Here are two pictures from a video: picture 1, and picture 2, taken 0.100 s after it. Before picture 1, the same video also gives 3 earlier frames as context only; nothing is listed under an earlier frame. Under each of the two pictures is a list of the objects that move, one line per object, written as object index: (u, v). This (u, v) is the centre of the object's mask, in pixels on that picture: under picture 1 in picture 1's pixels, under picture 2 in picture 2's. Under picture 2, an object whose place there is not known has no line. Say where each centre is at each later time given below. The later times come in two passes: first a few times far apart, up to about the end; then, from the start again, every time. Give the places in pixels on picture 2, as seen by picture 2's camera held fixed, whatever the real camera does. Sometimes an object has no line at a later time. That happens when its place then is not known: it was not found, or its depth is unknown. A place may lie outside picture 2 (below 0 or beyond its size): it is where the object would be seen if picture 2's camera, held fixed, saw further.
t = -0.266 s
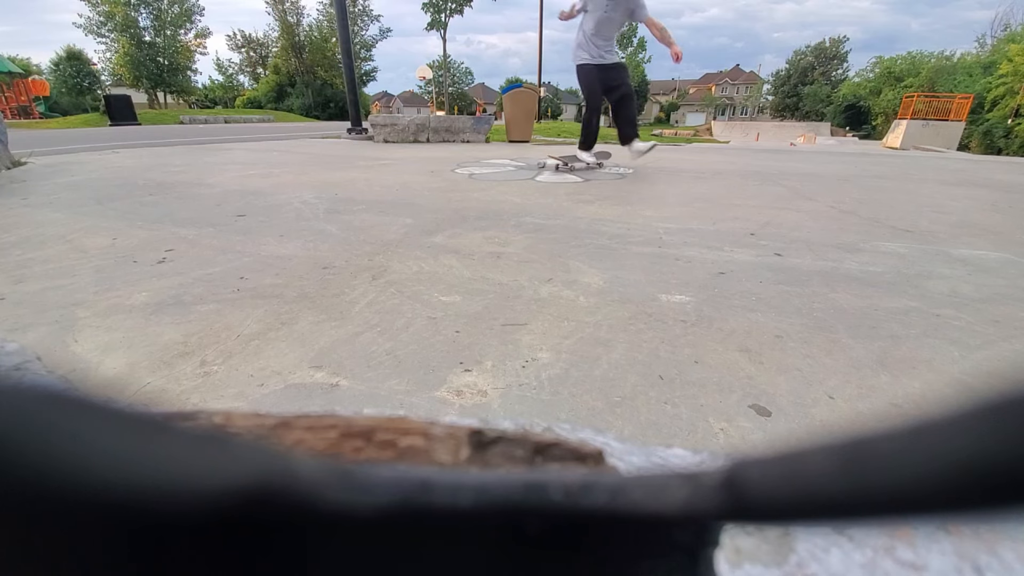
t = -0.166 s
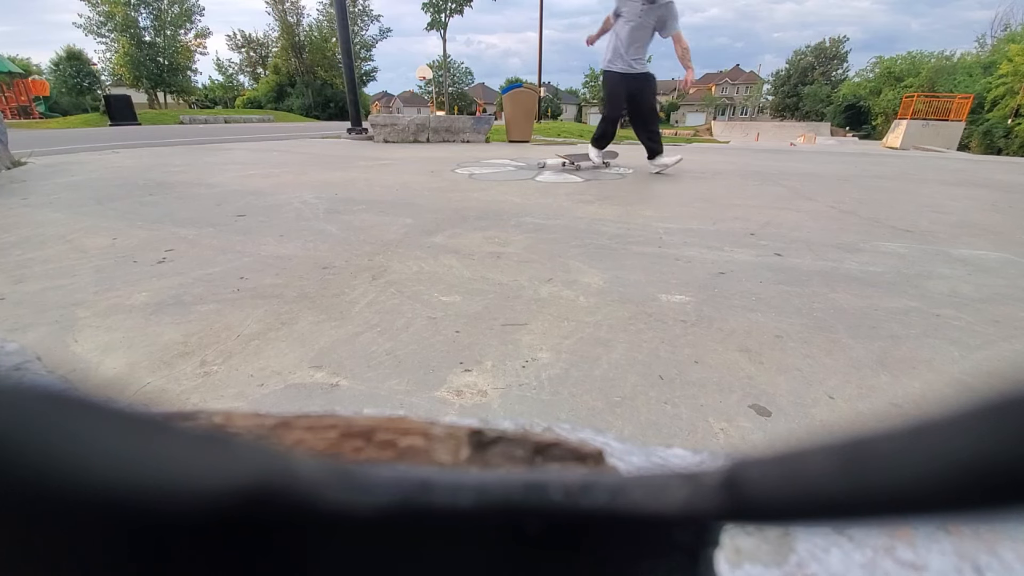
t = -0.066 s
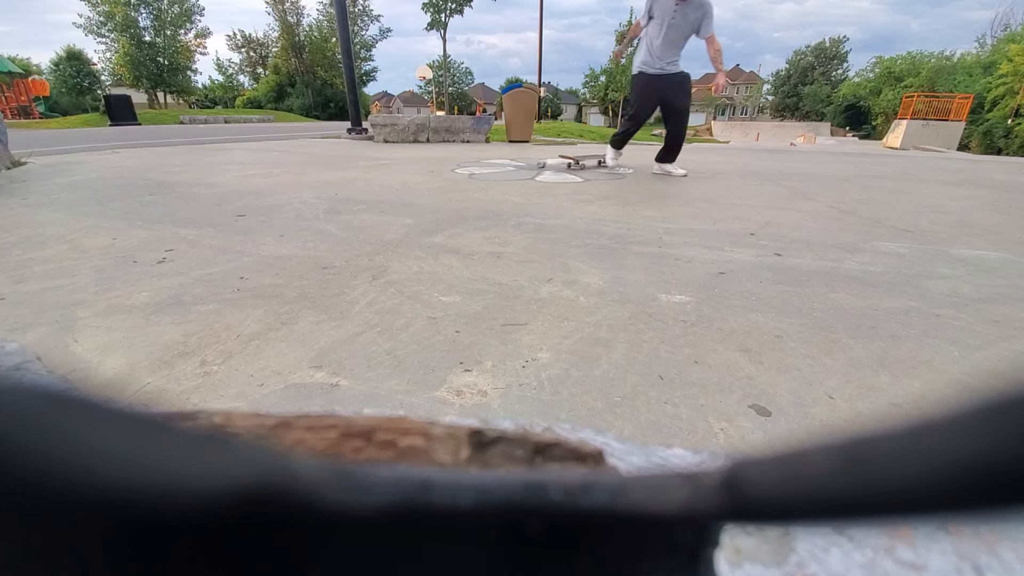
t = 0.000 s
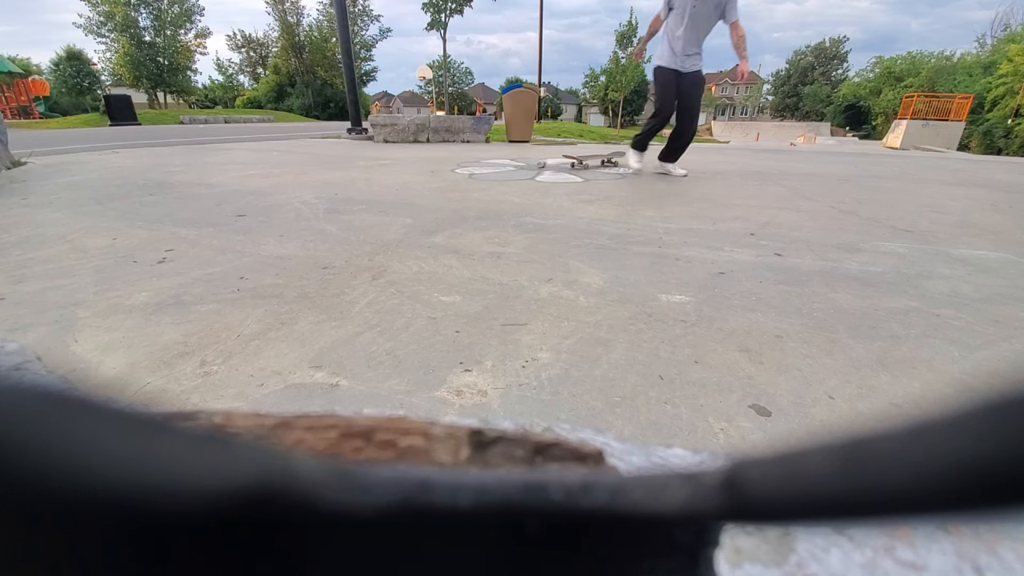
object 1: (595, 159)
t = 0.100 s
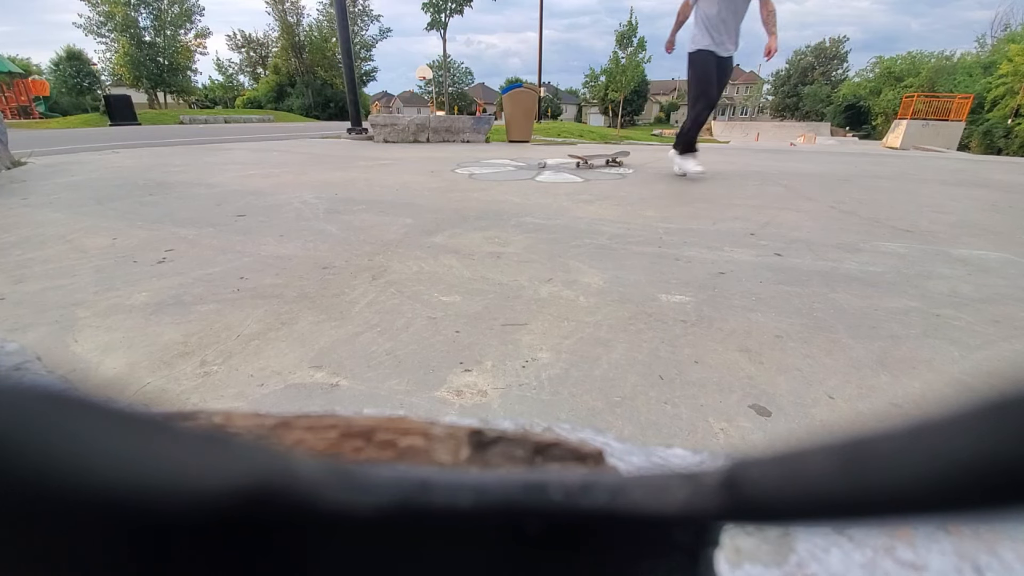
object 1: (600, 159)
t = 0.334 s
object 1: (611, 158)
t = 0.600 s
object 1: (623, 157)
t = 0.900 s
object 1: (635, 156)
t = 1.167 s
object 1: (645, 155)
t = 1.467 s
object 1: (655, 154)
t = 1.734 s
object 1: (663, 153)
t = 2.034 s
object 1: (671, 152)
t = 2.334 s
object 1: (678, 152)
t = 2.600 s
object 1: (684, 151)
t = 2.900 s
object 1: (690, 151)
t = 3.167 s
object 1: (695, 151)
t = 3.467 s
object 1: (701, 150)
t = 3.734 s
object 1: (706, 150)
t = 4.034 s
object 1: (710, 149)
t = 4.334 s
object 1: (716, 150)
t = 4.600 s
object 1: (720, 149)
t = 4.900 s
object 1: (724, 149)
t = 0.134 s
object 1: (601, 159)
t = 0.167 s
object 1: (603, 159)
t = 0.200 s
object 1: (605, 159)
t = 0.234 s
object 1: (606, 159)
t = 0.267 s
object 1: (608, 158)
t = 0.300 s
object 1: (610, 158)
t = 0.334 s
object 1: (611, 158)
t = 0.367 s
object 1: (613, 158)
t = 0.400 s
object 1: (614, 158)
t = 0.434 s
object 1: (616, 158)
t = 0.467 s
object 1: (617, 158)
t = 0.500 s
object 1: (619, 157)
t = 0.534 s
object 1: (620, 157)
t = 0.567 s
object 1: (621, 157)
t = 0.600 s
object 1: (623, 157)
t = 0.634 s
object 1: (624, 157)
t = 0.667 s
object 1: (625, 157)
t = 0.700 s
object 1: (627, 157)
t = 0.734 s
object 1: (628, 157)
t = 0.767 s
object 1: (629, 156)
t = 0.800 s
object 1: (631, 156)
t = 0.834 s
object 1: (632, 156)
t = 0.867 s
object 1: (633, 156)
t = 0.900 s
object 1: (635, 156)
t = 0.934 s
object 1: (636, 156)
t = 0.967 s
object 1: (638, 156)
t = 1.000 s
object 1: (639, 156)
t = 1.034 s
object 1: (640, 156)
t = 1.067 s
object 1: (641, 156)
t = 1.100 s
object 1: (642, 156)
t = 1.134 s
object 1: (644, 155)
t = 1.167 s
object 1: (645, 155)
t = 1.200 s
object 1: (646, 155)
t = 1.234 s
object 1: (647, 155)
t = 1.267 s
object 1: (648, 155)
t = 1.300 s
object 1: (650, 154)
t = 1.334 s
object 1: (651, 154)
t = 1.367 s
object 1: (652, 154)
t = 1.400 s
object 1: (653, 154)
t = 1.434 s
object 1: (654, 154)
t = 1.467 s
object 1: (655, 154)
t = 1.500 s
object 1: (656, 154)
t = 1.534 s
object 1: (657, 154)
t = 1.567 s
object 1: (658, 154)
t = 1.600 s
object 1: (659, 153)
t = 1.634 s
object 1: (661, 153)
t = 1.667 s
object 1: (661, 153)
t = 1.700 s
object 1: (662, 153)
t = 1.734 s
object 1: (663, 153)
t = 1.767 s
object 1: (664, 153)
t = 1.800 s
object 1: (666, 153)
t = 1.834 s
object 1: (666, 153)
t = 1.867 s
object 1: (667, 153)
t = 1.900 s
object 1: (668, 152)
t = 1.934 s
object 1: (668, 152)
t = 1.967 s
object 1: (669, 152)
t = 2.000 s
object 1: (670, 152)
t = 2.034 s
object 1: (671, 152)
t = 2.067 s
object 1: (672, 152)
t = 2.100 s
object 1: (673, 152)
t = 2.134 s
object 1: (673, 152)
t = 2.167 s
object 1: (674, 152)
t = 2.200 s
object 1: (675, 152)
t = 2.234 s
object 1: (676, 152)
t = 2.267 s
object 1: (676, 152)
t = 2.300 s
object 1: (677, 152)
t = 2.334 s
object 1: (678, 152)
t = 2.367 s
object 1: (679, 151)
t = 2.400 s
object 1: (679, 152)
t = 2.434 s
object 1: (680, 152)
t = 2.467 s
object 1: (681, 151)
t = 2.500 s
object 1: (681, 151)
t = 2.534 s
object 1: (682, 151)
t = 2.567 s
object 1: (683, 151)
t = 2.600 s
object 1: (684, 151)
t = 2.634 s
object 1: (684, 151)
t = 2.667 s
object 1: (685, 151)
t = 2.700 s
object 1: (686, 151)
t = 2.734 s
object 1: (686, 151)
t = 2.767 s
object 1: (687, 151)
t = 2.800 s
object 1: (687, 151)
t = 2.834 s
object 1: (688, 151)
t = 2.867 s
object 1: (689, 151)
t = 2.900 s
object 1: (690, 151)
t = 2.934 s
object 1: (690, 151)
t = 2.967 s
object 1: (691, 151)
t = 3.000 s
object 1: (692, 151)
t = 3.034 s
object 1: (692, 151)
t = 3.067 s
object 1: (693, 151)
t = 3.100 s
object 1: (694, 151)
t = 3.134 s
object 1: (694, 151)
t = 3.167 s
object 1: (695, 151)
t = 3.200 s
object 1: (696, 151)
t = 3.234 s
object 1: (696, 151)
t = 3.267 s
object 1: (697, 151)
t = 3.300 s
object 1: (698, 151)
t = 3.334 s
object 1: (698, 151)
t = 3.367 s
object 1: (699, 151)
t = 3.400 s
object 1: (699, 150)
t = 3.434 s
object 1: (700, 150)
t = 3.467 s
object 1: (701, 150)
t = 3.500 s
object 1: (701, 150)
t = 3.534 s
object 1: (702, 150)
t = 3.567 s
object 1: (703, 150)
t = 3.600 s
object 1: (703, 150)
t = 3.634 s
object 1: (704, 150)
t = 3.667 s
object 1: (705, 150)
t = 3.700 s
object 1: (705, 150)
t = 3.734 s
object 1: (706, 150)
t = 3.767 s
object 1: (706, 150)
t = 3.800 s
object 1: (707, 150)
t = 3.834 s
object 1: (708, 150)
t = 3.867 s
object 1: (708, 150)
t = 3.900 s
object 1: (709, 150)
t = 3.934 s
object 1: (709, 150)
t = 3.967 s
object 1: (710, 150)
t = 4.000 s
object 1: (710, 149)
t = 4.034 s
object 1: (710, 149)
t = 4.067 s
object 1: (711, 149)
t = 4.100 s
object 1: (712, 149)
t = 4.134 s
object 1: (712, 149)
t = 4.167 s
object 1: (713, 149)
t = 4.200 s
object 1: (714, 149)
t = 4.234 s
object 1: (714, 149)
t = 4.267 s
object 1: (715, 149)
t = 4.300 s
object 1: (716, 149)
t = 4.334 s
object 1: (716, 150)
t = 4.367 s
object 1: (716, 150)
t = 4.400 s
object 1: (717, 149)
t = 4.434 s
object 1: (718, 149)
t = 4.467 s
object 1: (718, 149)
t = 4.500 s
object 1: (719, 149)
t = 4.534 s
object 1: (719, 149)
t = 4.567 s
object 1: (720, 149)
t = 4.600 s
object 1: (720, 149)
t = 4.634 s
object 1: (721, 149)
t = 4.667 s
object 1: (721, 149)
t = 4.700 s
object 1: (721, 149)
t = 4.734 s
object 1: (722, 149)
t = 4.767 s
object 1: (722, 149)
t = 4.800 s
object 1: (723, 149)
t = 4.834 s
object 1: (723, 149)
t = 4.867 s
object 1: (724, 149)
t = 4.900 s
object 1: (724, 149)
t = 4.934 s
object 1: (725, 149)
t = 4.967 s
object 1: (725, 149)
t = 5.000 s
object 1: (726, 149)
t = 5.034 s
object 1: (726, 149)
